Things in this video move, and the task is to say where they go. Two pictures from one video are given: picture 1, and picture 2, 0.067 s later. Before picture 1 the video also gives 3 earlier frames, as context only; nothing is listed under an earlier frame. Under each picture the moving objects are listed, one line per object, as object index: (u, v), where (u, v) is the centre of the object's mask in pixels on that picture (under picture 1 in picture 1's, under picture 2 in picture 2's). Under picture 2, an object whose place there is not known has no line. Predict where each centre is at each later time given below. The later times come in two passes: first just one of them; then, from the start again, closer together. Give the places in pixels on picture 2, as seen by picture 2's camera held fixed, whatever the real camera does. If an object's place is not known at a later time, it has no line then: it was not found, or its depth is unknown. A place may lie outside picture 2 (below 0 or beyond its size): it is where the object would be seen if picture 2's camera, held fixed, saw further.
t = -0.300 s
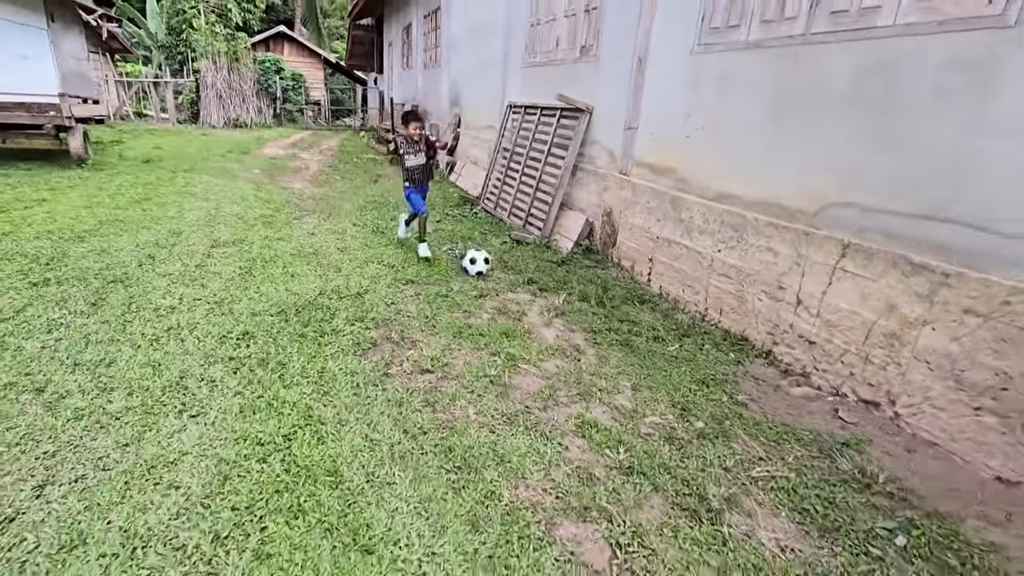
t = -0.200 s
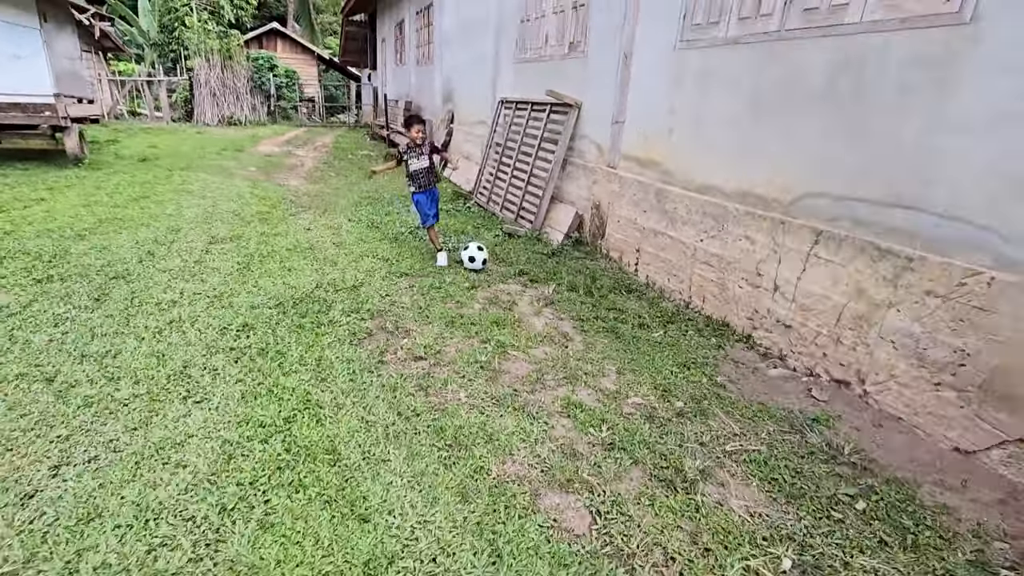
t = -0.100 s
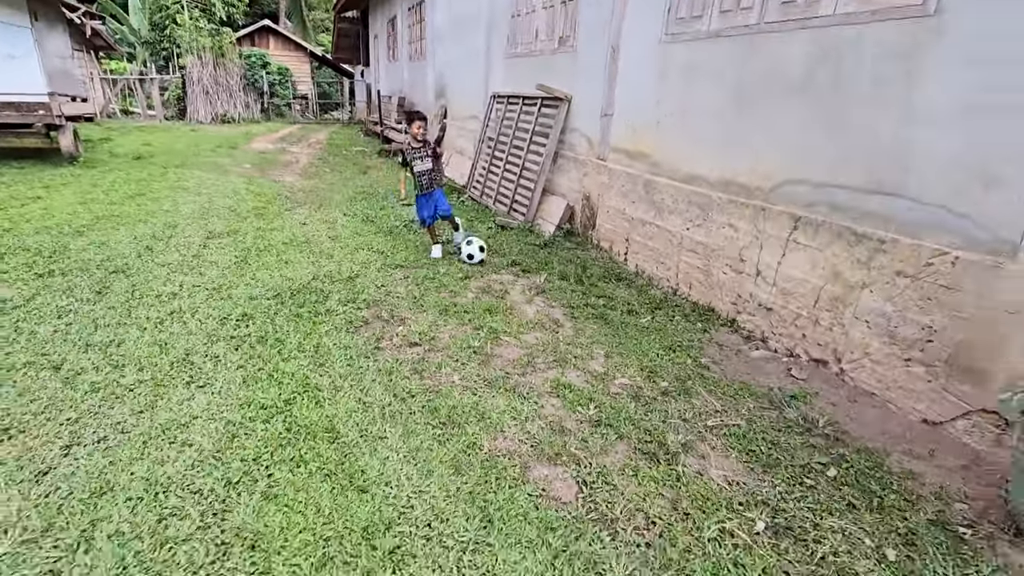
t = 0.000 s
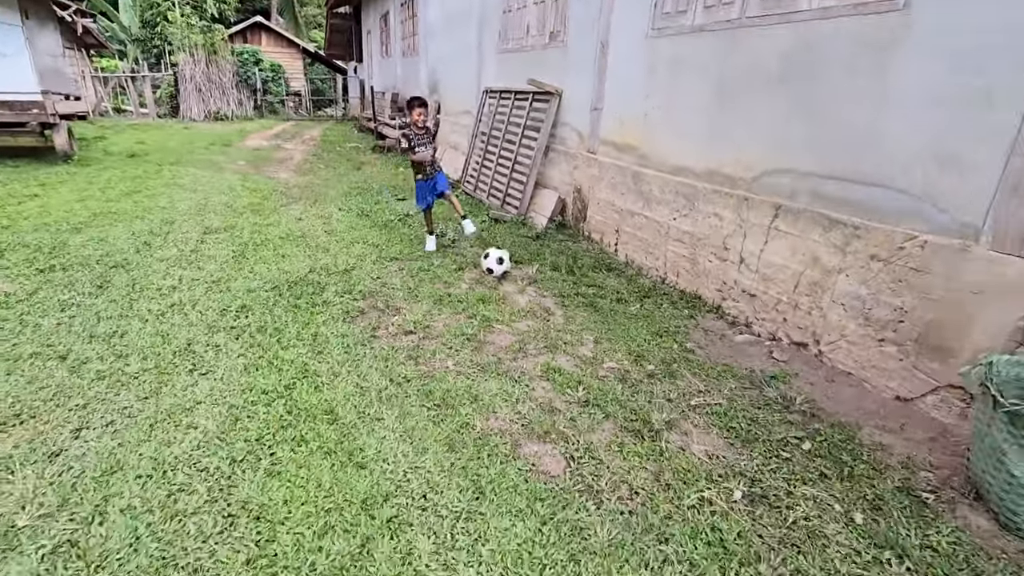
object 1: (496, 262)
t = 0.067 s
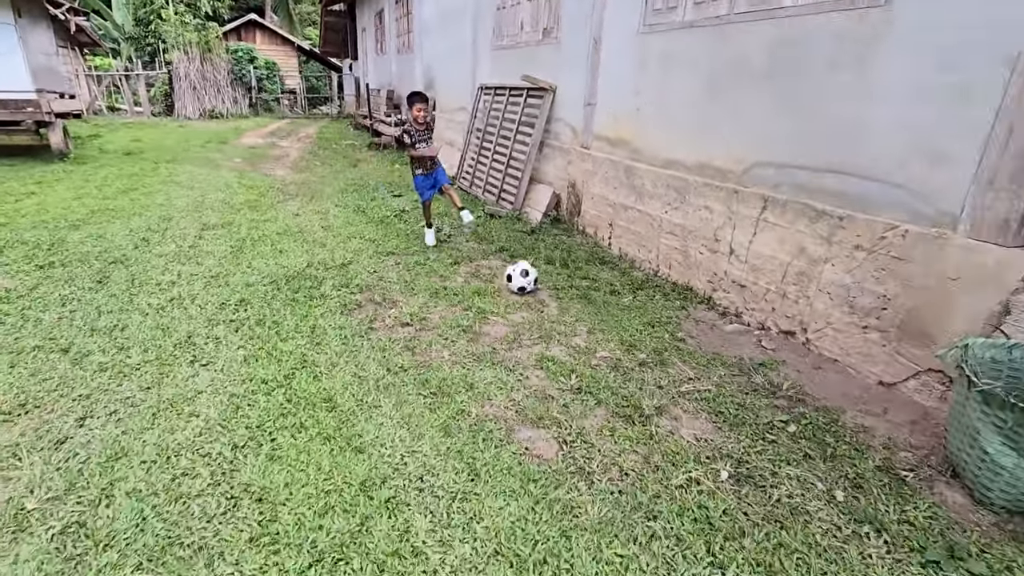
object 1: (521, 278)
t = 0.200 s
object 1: (586, 318)
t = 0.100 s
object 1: (535, 285)
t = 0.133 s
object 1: (550, 293)
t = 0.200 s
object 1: (586, 318)
